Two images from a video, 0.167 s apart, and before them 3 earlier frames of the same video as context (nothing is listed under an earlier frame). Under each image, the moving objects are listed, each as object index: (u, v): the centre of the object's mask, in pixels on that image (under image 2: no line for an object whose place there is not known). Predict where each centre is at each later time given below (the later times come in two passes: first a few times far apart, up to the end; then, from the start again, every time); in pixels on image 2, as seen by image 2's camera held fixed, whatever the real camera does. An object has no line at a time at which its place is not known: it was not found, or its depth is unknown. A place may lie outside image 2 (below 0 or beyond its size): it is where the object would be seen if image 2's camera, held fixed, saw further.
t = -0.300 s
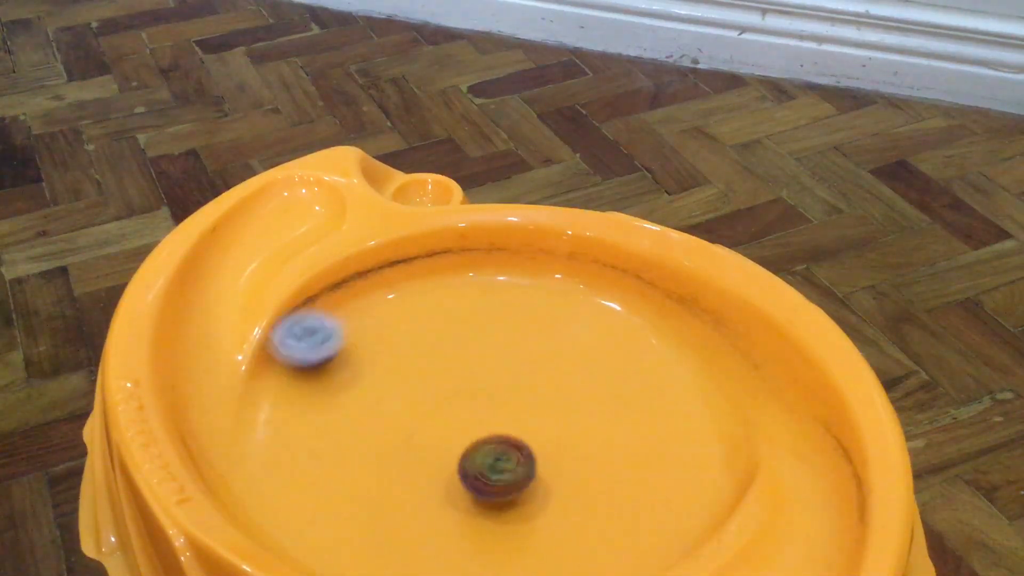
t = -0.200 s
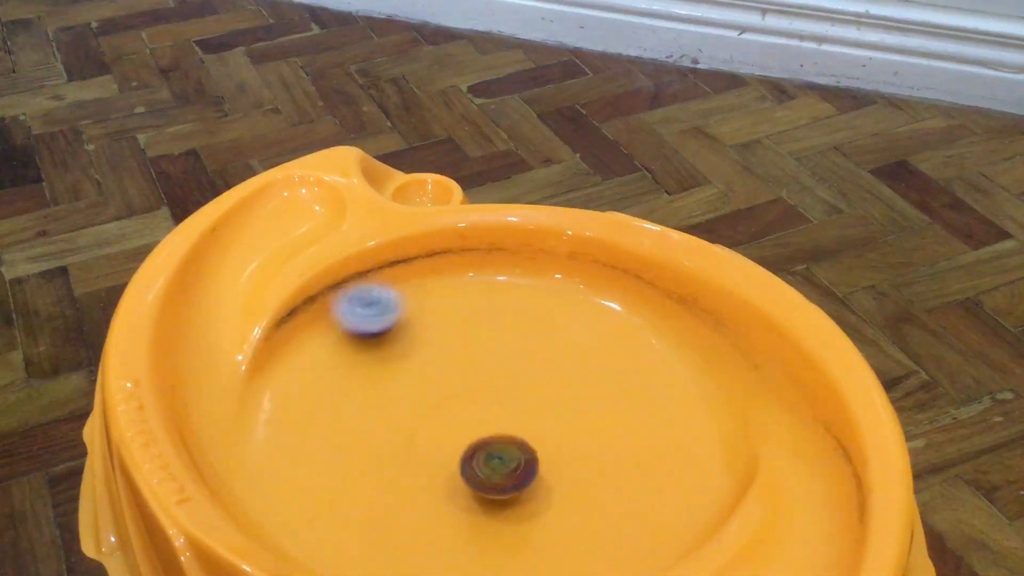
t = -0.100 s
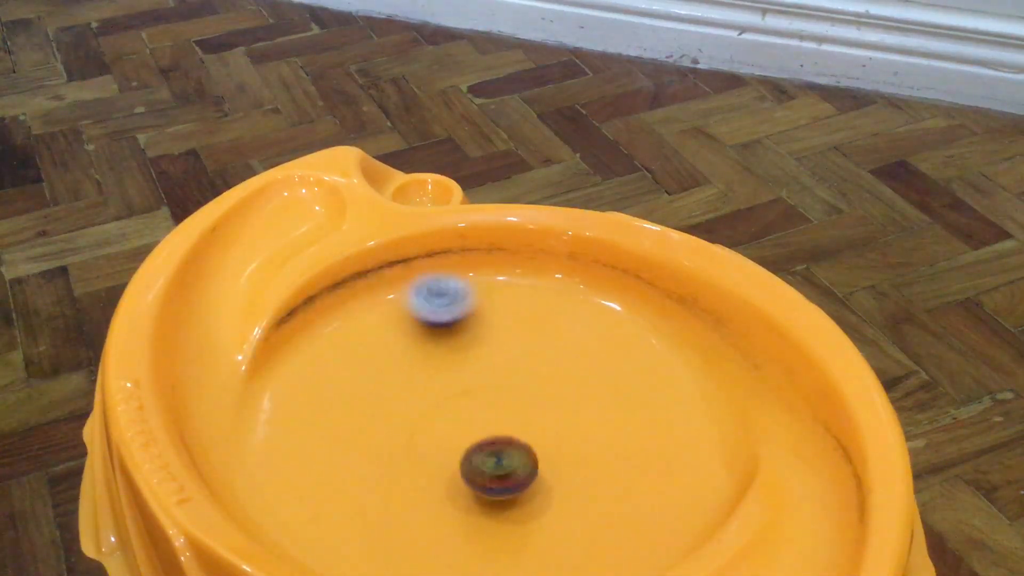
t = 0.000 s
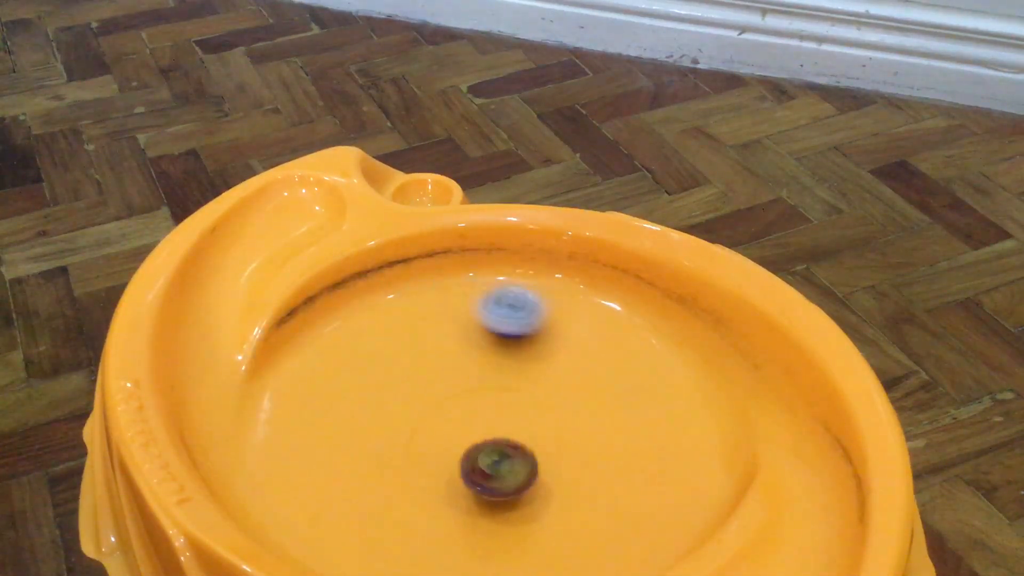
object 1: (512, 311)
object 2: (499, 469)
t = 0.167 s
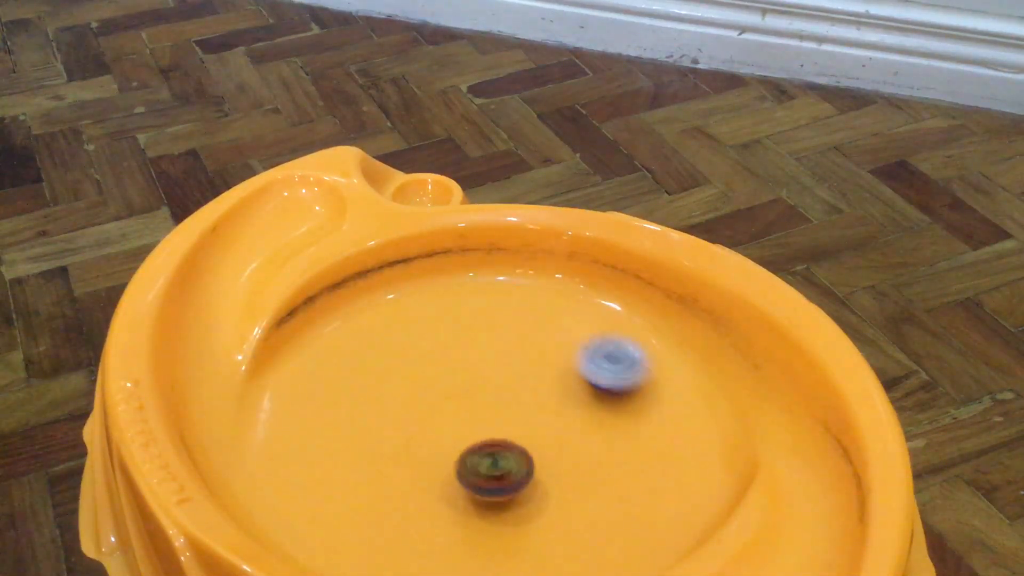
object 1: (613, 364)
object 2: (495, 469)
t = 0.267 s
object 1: (653, 411)
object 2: (495, 470)
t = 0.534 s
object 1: (617, 542)
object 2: (499, 467)
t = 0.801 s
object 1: (396, 512)
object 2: (496, 469)
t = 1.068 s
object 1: (281, 403)
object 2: (499, 465)
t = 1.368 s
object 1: (409, 331)
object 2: (505, 466)
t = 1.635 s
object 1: (571, 384)
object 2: (517, 463)
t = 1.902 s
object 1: (668, 489)
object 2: (516, 463)
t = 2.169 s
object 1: (526, 524)
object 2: (511, 463)
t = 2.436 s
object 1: (364, 498)
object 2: (476, 404)
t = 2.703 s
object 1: (316, 397)
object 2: (492, 414)
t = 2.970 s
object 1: (420, 332)
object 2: (472, 437)
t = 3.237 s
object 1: (558, 362)
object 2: (440, 419)
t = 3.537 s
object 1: (632, 470)
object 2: (427, 407)
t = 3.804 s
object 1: (547, 548)
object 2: (456, 407)
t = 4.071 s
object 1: (402, 506)
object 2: (476, 415)
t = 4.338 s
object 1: (376, 399)
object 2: (471, 413)
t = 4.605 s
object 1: (436, 319)
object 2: (469, 420)
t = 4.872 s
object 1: (548, 337)
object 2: (474, 436)
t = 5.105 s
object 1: (577, 424)
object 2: (477, 442)
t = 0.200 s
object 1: (628, 378)
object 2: (492, 473)
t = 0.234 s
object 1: (642, 394)
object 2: (491, 470)
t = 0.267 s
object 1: (653, 411)
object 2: (495, 470)
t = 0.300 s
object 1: (661, 428)
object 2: (493, 471)
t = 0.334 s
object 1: (666, 447)
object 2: (493, 468)
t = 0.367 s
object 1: (670, 466)
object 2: (497, 469)
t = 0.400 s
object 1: (671, 486)
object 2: (494, 469)
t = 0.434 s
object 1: (670, 506)
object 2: (497, 468)
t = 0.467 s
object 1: (665, 525)
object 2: (499, 469)
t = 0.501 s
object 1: (648, 537)
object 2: (496, 469)
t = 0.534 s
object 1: (617, 542)
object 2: (499, 467)
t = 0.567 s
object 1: (588, 544)
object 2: (501, 471)
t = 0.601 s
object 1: (558, 544)
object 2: (498, 470)
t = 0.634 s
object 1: (529, 543)
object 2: (500, 469)
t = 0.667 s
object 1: (502, 540)
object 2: (502, 470)
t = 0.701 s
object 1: (474, 536)
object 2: (498, 470)
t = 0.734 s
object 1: (448, 530)
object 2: (499, 470)
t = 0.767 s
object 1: (420, 522)
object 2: (499, 471)
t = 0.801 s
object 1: (396, 512)
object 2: (496, 469)
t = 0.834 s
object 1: (373, 501)
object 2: (496, 471)
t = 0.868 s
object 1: (354, 489)
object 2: (498, 471)
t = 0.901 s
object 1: (336, 476)
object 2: (499, 470)
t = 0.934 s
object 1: (320, 463)
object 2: (498, 470)
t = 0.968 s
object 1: (307, 450)
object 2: (499, 469)
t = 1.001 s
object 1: (295, 434)
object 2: (496, 469)
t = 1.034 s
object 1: (286, 419)
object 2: (495, 466)
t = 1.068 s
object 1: (281, 403)
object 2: (499, 465)
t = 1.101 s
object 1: (279, 388)
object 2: (500, 467)
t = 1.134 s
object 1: (280, 372)
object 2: (499, 466)
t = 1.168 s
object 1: (285, 356)
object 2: (499, 465)
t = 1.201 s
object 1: (299, 345)
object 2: (501, 465)
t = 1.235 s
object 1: (320, 340)
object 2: (500, 463)
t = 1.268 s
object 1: (341, 335)
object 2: (504, 461)
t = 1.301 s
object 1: (363, 331)
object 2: (508, 464)
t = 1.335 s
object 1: (385, 330)
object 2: (507, 466)
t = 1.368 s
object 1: (409, 331)
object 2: (505, 466)
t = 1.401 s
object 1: (430, 333)
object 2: (507, 467)
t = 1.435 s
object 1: (451, 338)
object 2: (509, 470)
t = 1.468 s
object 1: (473, 343)
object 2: (510, 469)
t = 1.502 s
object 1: (496, 349)
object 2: (513, 468)
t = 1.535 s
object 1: (517, 357)
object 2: (517, 467)
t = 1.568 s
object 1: (536, 365)
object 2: (519, 465)
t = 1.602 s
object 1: (554, 374)
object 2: (518, 463)
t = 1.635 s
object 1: (571, 384)
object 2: (517, 463)
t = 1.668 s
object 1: (589, 395)
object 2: (516, 465)
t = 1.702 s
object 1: (605, 406)
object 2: (513, 463)
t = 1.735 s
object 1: (619, 418)
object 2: (514, 462)
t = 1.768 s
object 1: (633, 431)
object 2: (517, 463)
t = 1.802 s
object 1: (644, 444)
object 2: (517, 466)
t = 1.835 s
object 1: (653, 458)
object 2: (516, 465)
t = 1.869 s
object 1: (661, 473)
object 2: (514, 463)
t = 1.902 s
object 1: (668, 489)
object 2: (516, 463)
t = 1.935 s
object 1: (675, 506)
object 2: (517, 464)
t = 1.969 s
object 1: (674, 519)
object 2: (517, 465)
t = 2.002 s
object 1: (651, 525)
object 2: (515, 465)
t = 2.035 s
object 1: (625, 529)
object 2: (515, 465)
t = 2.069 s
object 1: (599, 531)
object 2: (515, 464)
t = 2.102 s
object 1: (575, 531)
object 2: (516, 463)
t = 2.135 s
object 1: (550, 528)
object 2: (514, 463)
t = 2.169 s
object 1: (526, 524)
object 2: (511, 463)
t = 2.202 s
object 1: (506, 525)
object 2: (503, 456)
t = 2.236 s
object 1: (486, 528)
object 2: (497, 445)
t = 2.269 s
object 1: (466, 528)
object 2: (489, 434)
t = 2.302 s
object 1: (444, 525)
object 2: (483, 426)
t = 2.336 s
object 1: (423, 521)
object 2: (480, 417)
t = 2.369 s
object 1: (402, 515)
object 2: (479, 412)
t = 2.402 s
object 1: (383, 507)
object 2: (477, 409)
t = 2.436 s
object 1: (364, 498)
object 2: (476, 404)
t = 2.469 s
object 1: (349, 488)
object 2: (478, 402)
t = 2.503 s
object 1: (336, 476)
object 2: (479, 402)
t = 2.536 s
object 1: (326, 465)
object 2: (481, 401)
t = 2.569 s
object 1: (318, 452)
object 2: (484, 401)
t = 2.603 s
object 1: (312, 438)
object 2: (486, 404)
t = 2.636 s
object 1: (311, 424)
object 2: (488, 406)
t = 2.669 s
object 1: (312, 410)
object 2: (490, 409)
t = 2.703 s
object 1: (316, 397)
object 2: (492, 414)
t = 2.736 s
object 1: (322, 384)
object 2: (490, 420)
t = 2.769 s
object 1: (330, 372)
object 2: (488, 423)
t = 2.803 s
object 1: (342, 361)
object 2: (487, 427)
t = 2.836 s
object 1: (355, 352)
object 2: (485, 432)
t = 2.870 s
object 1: (369, 344)
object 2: (481, 433)
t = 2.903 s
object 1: (385, 339)
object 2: (479, 434)
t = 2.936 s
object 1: (402, 334)
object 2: (477, 437)
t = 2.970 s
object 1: (420, 332)
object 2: (472, 437)
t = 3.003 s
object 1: (439, 331)
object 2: (469, 436)
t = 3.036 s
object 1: (457, 332)
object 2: (466, 435)
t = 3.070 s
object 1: (475, 333)
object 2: (461, 435)
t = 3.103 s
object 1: (493, 337)
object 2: (456, 432)
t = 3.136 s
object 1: (510, 341)
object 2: (452, 428)
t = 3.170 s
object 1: (526, 347)
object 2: (447, 426)
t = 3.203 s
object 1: (543, 354)
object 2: (443, 424)
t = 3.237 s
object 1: (558, 362)
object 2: (440, 419)
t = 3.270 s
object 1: (572, 371)
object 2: (438, 417)
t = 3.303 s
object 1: (585, 382)
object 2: (434, 415)
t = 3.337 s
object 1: (596, 393)
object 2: (429, 412)
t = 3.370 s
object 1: (607, 404)
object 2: (425, 408)
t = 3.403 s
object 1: (616, 416)
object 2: (424, 408)
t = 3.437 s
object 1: (624, 429)
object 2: (426, 409)
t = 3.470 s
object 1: (629, 442)
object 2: (425, 407)
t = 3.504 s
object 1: (632, 455)
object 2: (426, 408)
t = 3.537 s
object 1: (632, 470)
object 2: (427, 407)
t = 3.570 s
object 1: (631, 484)
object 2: (429, 407)
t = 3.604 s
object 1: (627, 498)
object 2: (431, 405)
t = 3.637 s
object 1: (619, 511)
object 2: (436, 405)
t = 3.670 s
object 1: (609, 525)
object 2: (439, 406)
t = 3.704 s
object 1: (597, 537)
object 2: (440, 407)
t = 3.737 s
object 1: (582, 543)
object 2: (444, 406)
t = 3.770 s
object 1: (566, 547)
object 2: (450, 407)
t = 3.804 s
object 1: (547, 548)
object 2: (456, 407)
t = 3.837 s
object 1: (526, 549)
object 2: (459, 408)
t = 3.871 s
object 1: (504, 549)
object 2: (462, 407)
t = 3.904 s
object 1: (482, 547)
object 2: (468, 407)
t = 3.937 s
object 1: (462, 544)
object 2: (474, 408)
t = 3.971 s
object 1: (443, 538)
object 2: (476, 411)
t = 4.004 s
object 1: (427, 529)
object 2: (476, 412)
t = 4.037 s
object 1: (414, 517)
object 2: (476, 412)
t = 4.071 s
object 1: (402, 506)
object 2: (476, 415)
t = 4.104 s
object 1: (392, 493)
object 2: (473, 417)
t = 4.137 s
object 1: (384, 480)
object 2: (472, 417)
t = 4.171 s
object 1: (378, 465)
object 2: (472, 420)
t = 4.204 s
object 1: (375, 452)
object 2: (472, 419)
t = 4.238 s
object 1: (373, 438)
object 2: (469, 413)
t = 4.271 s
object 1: (373, 425)
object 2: (468, 412)
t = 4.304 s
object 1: (374, 412)
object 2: (469, 412)
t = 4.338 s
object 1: (376, 399)
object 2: (471, 413)
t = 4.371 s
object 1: (379, 387)
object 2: (473, 415)
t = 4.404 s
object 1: (383, 375)
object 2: (473, 412)
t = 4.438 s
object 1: (389, 363)
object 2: (473, 411)
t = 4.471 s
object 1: (397, 353)
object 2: (473, 415)
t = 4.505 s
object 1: (405, 343)
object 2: (470, 418)
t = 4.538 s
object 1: (414, 335)
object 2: (468, 419)
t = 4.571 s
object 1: (424, 326)
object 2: (469, 418)
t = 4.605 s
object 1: (436, 319)
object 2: (469, 420)
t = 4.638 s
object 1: (449, 314)
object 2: (471, 423)
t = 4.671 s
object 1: (464, 310)
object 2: (472, 425)
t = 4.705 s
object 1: (480, 310)
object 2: (473, 427)
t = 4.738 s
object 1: (495, 311)
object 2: (473, 430)
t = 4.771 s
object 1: (510, 314)
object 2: (472, 433)
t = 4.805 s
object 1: (524, 320)
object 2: (472, 435)
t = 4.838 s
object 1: (537, 328)
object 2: (473, 436)
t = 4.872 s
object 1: (548, 337)
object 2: (474, 436)
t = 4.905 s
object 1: (558, 347)
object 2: (475, 437)
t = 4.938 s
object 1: (566, 359)
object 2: (476, 438)
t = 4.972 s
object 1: (571, 372)
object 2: (476, 438)
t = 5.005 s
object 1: (574, 385)
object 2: (476, 438)
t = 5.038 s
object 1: (577, 397)
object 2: (476, 439)
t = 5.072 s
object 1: (578, 412)
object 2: (477, 440)
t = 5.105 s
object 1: (577, 424)
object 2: (477, 442)
